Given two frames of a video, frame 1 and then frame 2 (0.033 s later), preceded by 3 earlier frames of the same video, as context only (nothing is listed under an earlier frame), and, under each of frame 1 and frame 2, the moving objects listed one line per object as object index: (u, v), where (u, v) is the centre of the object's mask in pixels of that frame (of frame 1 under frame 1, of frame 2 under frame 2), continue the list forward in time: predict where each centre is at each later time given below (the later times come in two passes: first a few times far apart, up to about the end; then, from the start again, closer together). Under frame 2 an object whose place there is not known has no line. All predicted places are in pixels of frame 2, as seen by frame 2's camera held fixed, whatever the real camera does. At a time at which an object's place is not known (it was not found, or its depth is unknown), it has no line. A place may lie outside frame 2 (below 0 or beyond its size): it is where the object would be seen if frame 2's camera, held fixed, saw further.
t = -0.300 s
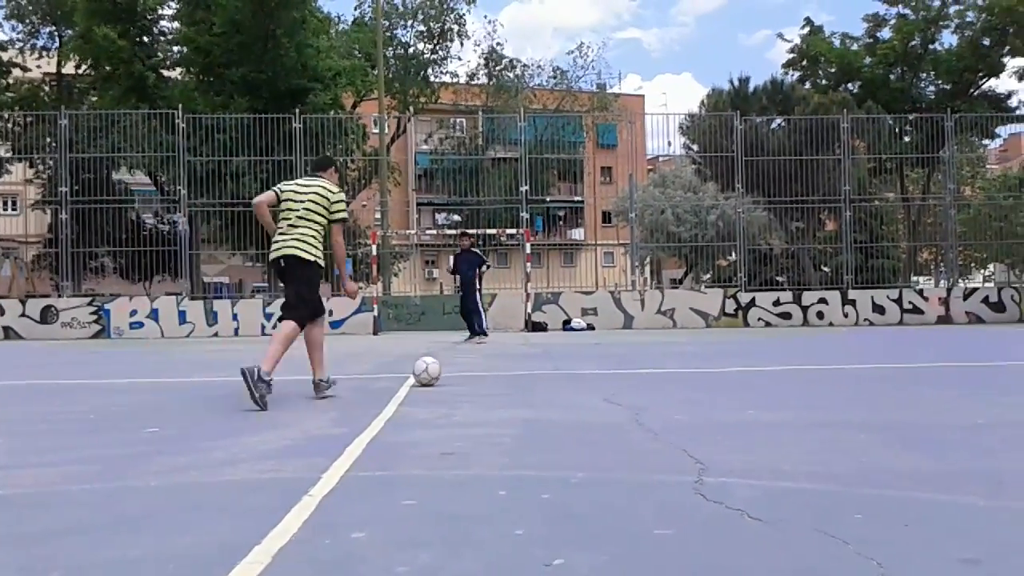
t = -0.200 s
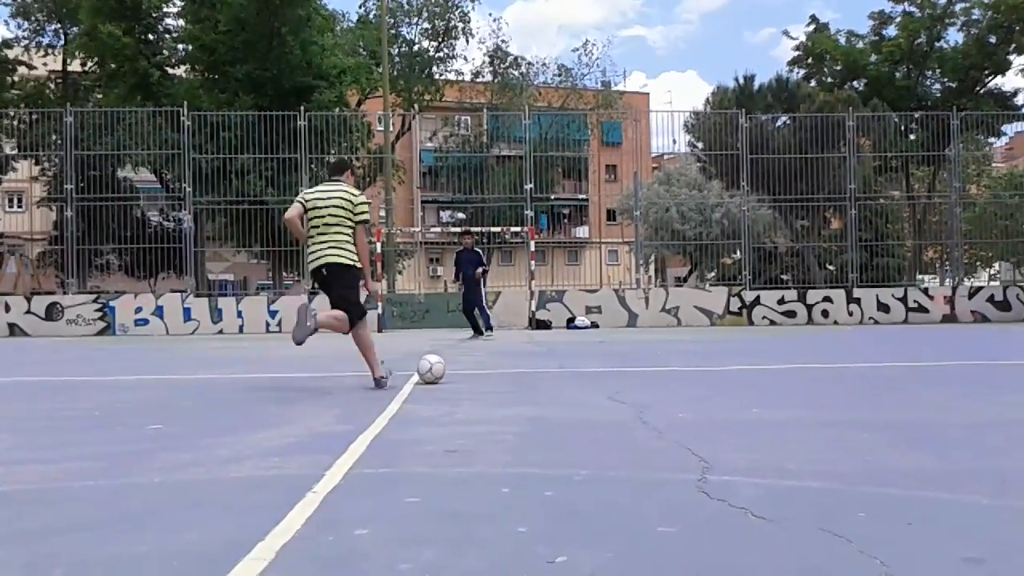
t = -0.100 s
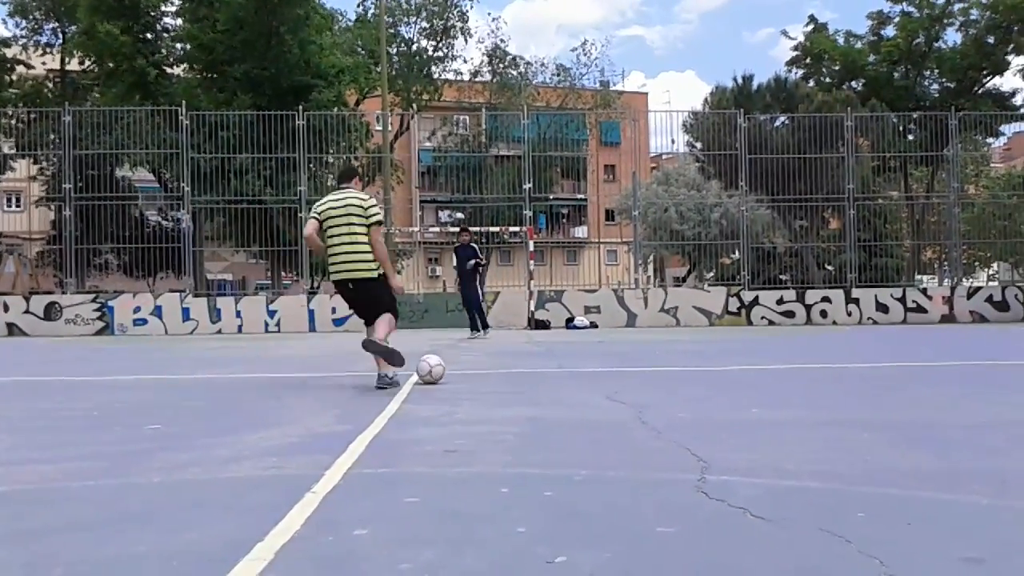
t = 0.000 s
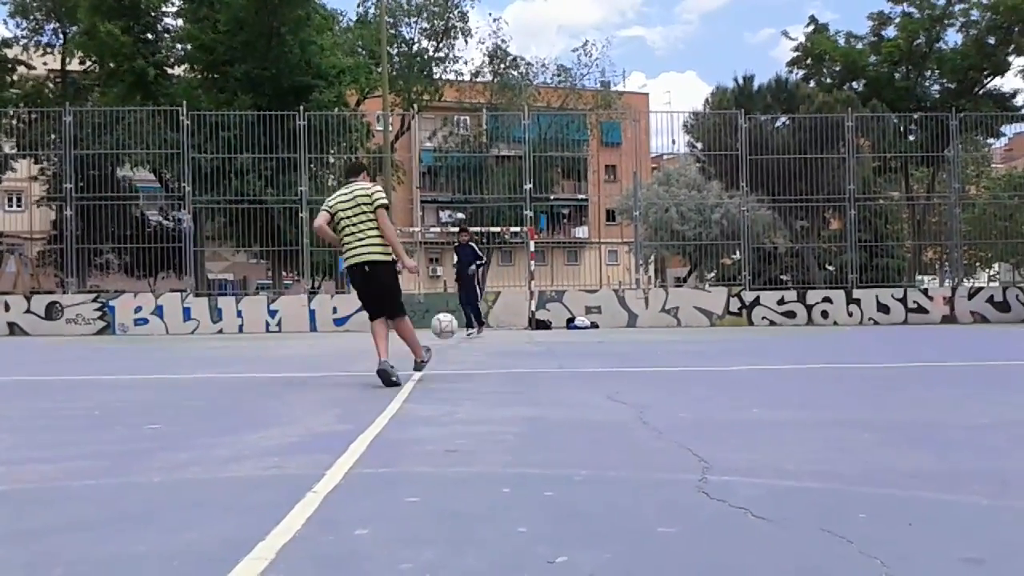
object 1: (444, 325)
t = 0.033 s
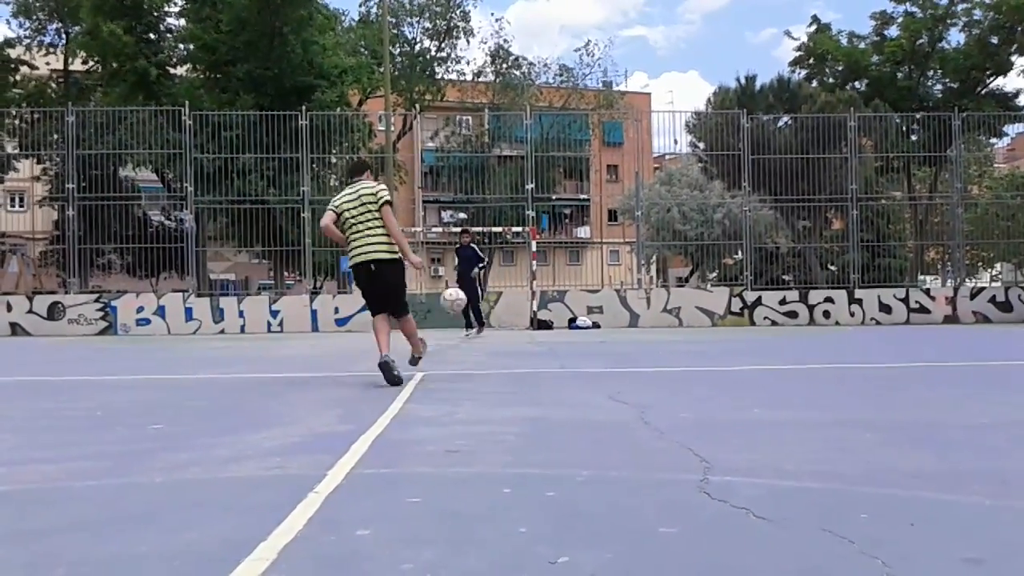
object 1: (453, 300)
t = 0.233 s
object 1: (483, 202)
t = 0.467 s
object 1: (502, 165)
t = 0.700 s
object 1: (512, 170)
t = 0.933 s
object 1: (518, 199)
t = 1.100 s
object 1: (523, 229)
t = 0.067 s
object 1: (460, 277)
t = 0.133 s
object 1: (470, 241)
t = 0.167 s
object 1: (476, 226)
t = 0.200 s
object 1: (480, 214)
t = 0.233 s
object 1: (483, 202)
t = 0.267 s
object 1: (487, 193)
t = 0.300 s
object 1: (490, 187)
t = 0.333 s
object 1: (493, 180)
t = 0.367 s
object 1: (495, 175)
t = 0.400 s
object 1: (498, 171)
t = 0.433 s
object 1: (500, 168)
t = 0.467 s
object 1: (502, 165)
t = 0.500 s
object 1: (503, 164)
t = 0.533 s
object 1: (505, 164)
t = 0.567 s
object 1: (507, 164)
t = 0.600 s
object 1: (508, 165)
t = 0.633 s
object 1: (510, 166)
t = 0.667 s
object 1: (511, 168)
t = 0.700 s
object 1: (512, 170)
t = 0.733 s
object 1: (513, 173)
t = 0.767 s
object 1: (514, 176)
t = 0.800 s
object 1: (515, 180)
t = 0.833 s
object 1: (516, 184)
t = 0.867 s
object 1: (517, 189)
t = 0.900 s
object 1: (518, 194)
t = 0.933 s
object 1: (518, 199)
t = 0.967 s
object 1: (519, 204)
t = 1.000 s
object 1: (520, 210)
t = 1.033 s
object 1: (521, 216)
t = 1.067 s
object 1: (521, 222)
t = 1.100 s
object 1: (523, 229)
